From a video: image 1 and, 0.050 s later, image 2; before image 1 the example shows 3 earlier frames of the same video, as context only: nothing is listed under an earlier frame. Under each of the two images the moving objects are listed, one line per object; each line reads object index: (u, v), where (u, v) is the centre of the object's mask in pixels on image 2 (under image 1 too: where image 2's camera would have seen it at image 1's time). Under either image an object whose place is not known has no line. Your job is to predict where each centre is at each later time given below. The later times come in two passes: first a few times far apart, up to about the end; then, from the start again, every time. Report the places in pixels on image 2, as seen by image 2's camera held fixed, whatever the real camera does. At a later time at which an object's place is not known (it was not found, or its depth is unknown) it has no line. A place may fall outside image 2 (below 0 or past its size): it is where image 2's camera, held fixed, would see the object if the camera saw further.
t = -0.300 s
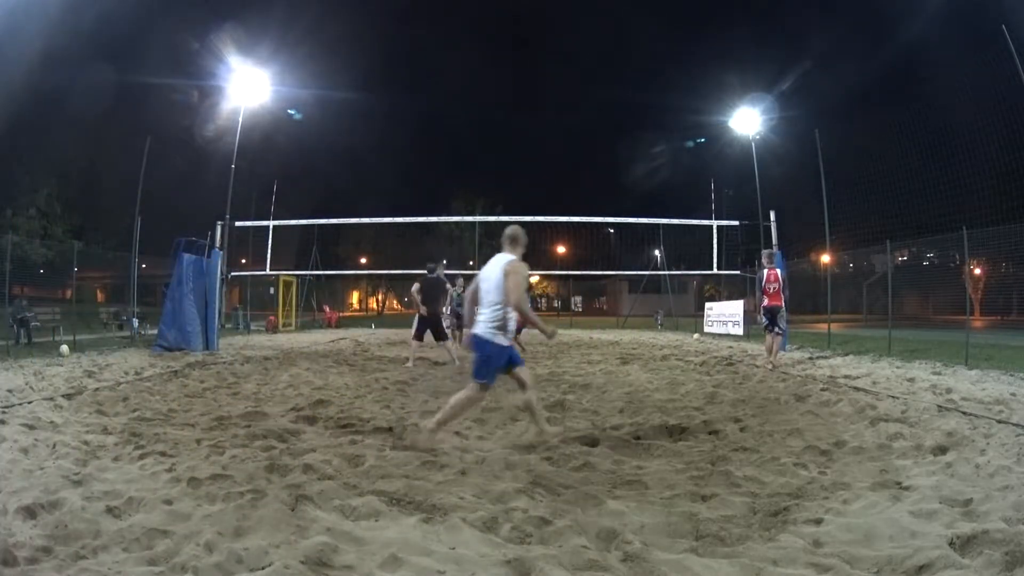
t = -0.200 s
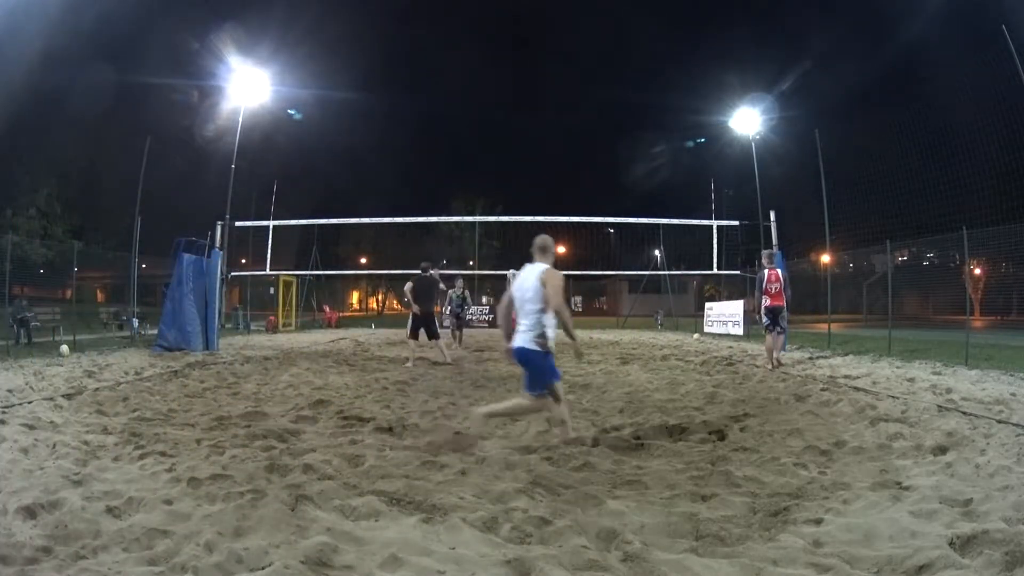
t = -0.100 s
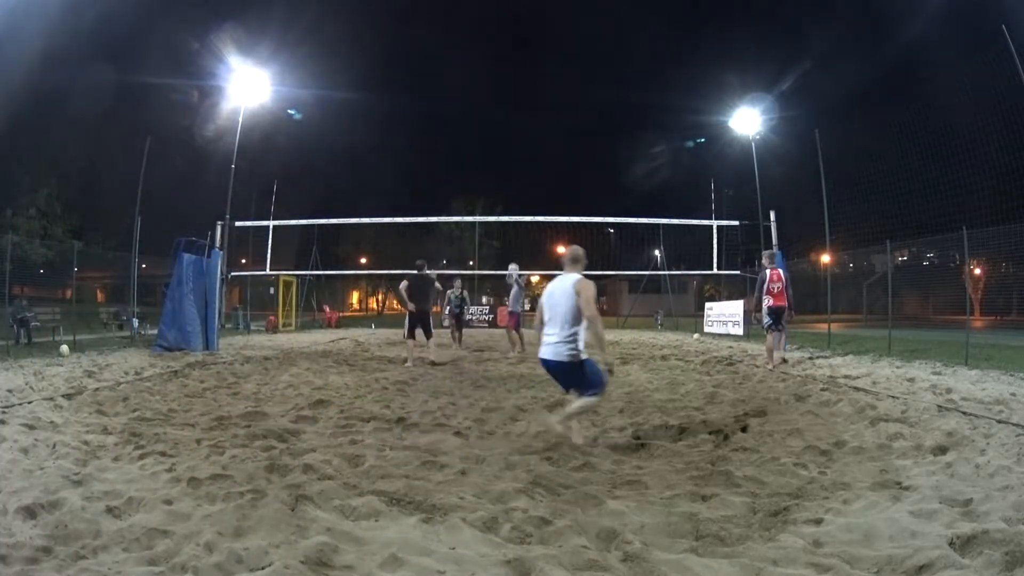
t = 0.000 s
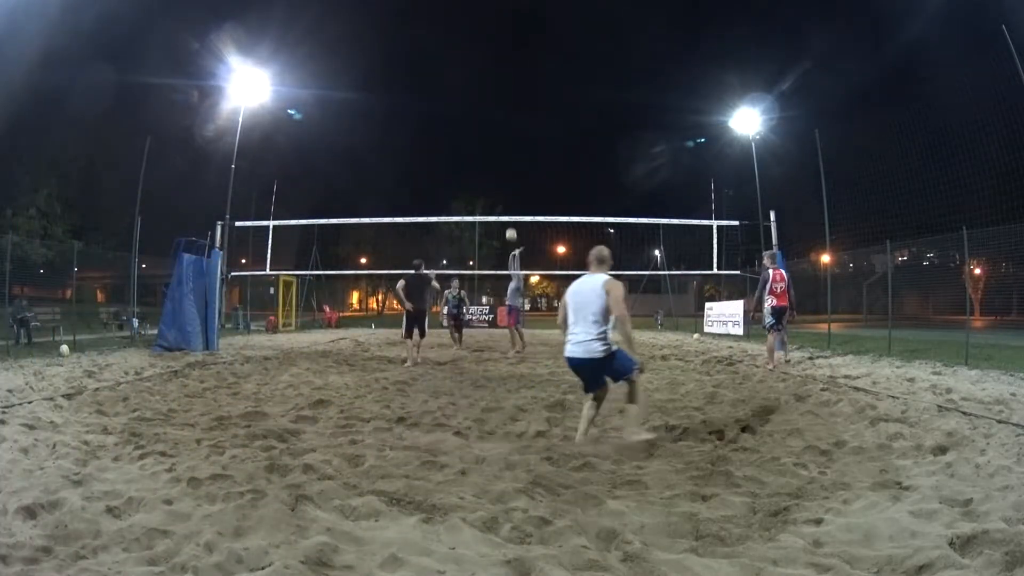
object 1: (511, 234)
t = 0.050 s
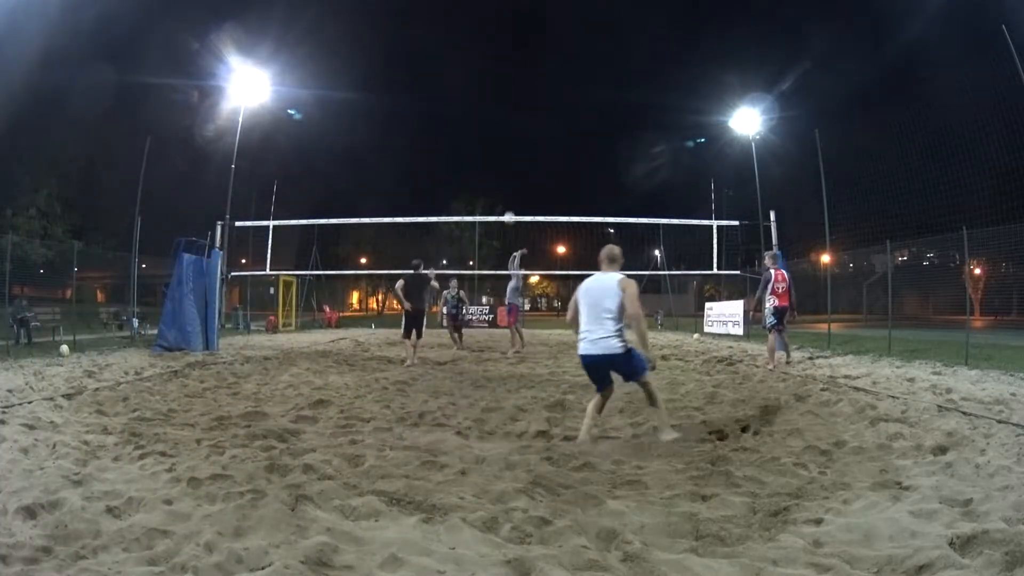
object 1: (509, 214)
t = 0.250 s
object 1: (503, 165)
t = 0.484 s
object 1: (495, 127)
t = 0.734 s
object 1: (486, 114)
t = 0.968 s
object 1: (478, 126)
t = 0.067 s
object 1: (509, 211)
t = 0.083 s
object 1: (508, 207)
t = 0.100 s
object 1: (508, 202)
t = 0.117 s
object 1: (507, 197)
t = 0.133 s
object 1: (507, 192)
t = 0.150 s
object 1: (506, 188)
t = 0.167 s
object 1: (506, 184)
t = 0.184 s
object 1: (505, 179)
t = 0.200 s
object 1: (505, 176)
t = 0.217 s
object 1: (504, 171)
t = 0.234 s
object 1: (503, 167)
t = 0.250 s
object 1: (503, 165)
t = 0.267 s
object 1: (502, 161)
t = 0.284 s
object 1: (502, 158)
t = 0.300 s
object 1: (501, 154)
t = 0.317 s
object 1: (501, 151)
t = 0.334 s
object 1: (500, 148)
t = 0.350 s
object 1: (500, 145)
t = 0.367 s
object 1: (499, 143)
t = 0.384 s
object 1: (498, 140)
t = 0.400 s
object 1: (498, 138)
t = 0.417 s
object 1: (497, 135)
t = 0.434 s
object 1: (497, 133)
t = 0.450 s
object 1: (496, 131)
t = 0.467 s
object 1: (496, 129)
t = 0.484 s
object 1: (495, 127)
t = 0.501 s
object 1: (495, 126)
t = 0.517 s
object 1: (494, 124)
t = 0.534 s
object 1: (493, 123)
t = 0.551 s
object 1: (493, 121)
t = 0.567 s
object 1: (492, 120)
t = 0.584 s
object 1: (492, 119)
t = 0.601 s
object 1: (491, 118)
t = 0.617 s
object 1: (491, 117)
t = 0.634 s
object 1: (490, 116)
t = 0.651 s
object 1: (489, 116)
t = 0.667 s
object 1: (489, 115)
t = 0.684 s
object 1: (488, 115)
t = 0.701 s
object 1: (488, 114)
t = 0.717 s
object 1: (487, 114)
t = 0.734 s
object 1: (486, 114)
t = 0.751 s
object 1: (486, 114)
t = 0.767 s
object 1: (485, 114)
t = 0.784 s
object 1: (484, 115)
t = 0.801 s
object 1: (484, 115)
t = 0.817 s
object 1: (483, 116)
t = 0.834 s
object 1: (483, 116)
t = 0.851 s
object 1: (482, 117)
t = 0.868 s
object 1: (481, 118)
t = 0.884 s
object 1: (481, 119)
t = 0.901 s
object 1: (480, 120)
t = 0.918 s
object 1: (480, 121)
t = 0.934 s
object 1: (479, 123)
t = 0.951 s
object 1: (478, 124)
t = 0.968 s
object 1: (478, 126)
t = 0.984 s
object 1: (477, 128)
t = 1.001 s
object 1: (476, 130)
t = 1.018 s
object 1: (475, 132)
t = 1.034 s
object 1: (475, 134)
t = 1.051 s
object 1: (474, 136)
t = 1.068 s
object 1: (473, 139)
